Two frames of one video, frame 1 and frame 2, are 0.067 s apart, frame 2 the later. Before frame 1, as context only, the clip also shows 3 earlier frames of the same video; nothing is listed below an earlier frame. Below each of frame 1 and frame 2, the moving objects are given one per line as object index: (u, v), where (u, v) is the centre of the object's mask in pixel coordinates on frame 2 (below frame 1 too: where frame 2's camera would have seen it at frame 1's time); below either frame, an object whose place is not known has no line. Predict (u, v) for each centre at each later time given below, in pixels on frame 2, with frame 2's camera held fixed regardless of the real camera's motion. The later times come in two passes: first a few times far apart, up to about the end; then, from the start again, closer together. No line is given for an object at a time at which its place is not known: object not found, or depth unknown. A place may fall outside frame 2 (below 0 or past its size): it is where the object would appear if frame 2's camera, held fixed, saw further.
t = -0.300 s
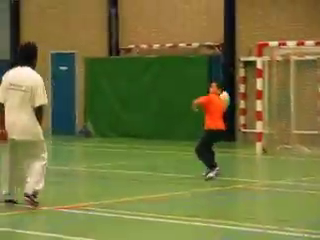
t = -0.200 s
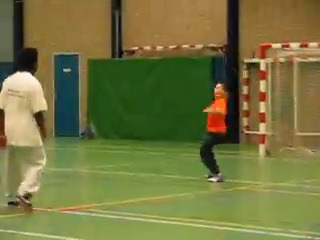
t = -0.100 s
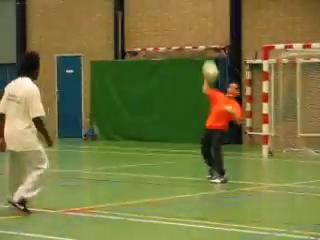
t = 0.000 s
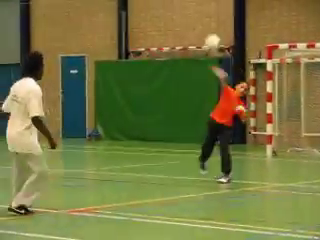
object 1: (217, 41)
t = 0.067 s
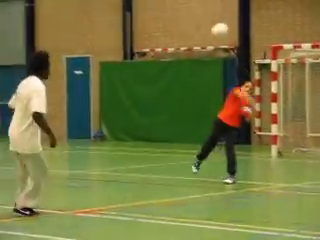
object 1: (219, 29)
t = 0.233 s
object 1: (226, 8)
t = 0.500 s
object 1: (243, 24)
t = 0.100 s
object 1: (221, 23)
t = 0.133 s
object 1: (222, 18)
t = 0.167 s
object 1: (223, 15)
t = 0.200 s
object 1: (224, 10)
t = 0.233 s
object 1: (226, 8)
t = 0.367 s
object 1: (234, 7)
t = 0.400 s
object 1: (236, 10)
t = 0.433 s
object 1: (238, 13)
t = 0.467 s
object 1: (241, 18)
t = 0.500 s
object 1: (243, 24)
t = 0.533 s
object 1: (245, 32)
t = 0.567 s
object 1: (247, 41)
